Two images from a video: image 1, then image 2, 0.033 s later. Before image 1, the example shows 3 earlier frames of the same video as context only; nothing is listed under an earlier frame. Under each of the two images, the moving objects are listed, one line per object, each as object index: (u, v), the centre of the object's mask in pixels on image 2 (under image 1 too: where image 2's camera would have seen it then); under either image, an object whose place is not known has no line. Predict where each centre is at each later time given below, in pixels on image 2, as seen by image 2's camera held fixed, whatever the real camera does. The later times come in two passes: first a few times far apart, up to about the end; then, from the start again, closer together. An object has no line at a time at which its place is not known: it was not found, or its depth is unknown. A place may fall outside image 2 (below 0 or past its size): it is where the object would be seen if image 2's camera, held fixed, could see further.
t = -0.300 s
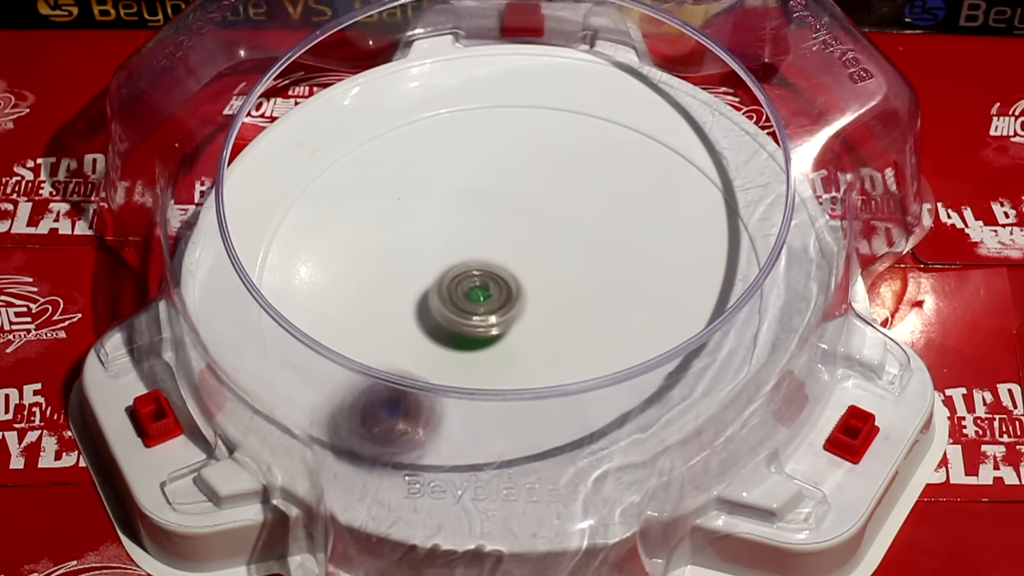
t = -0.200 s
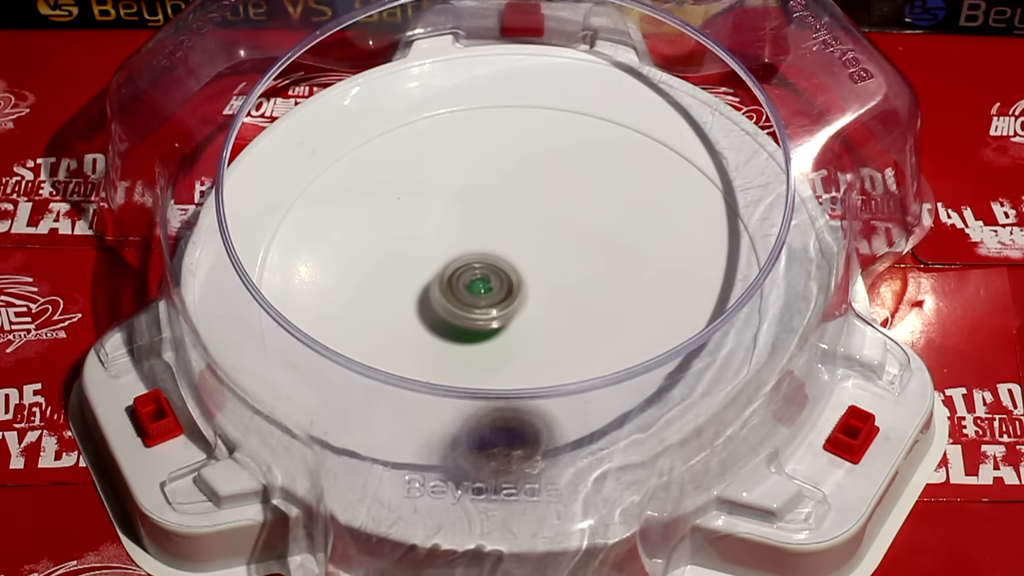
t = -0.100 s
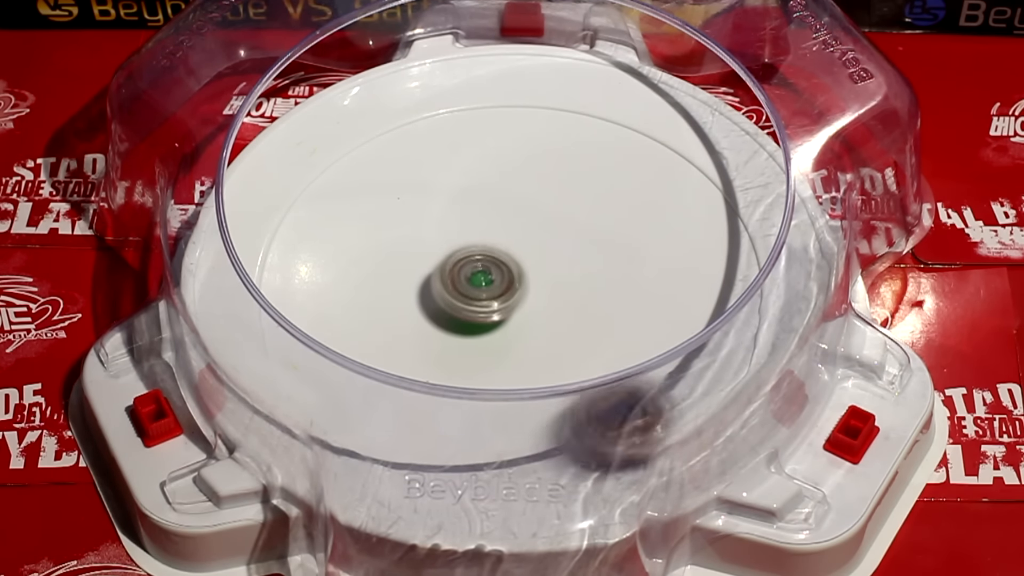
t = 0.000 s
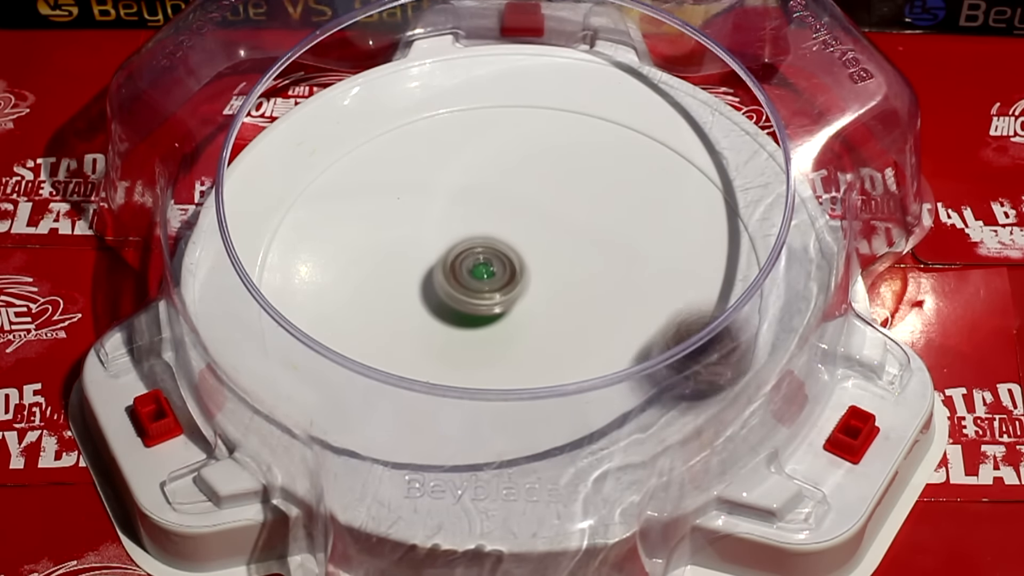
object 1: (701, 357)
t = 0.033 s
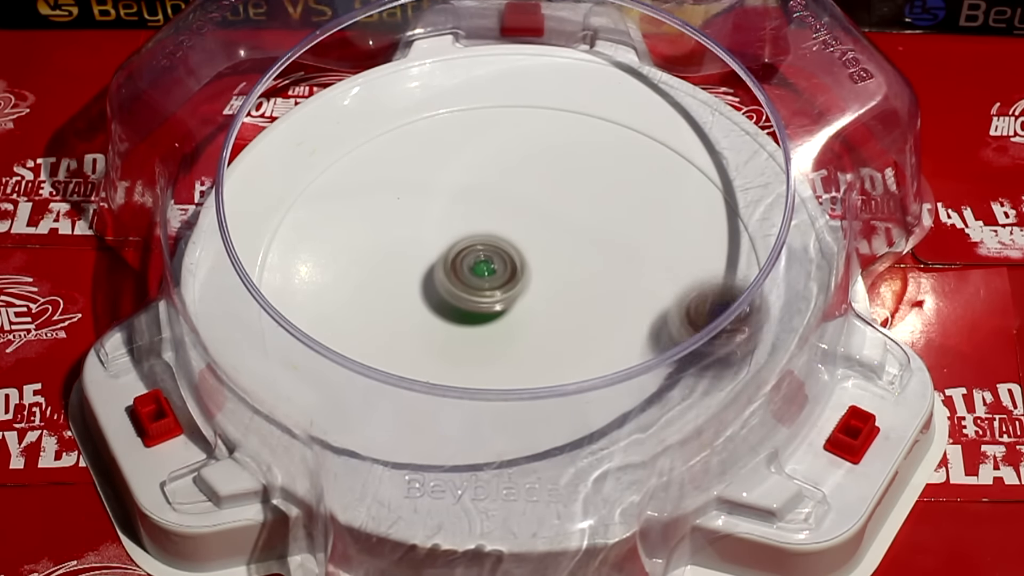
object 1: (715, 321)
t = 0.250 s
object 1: (604, 158)
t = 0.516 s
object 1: (320, 241)
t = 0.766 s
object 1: (451, 437)
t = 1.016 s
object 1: (681, 304)
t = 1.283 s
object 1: (558, 164)
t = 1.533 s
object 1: (396, 218)
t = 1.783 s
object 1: (425, 346)
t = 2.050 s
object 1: (569, 431)
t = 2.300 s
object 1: (668, 321)
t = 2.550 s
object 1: (642, 287)
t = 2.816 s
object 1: (700, 323)
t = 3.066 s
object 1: (727, 348)
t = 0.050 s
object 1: (718, 302)
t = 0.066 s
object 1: (711, 286)
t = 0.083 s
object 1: (714, 274)
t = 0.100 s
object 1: (716, 259)
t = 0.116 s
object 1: (712, 246)
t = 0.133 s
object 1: (704, 232)
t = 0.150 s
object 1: (694, 218)
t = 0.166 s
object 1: (683, 206)
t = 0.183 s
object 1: (669, 194)
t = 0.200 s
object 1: (655, 183)
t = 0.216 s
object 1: (641, 171)
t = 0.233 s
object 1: (621, 162)
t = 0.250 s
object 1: (604, 158)
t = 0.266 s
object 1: (586, 152)
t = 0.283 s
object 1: (568, 146)
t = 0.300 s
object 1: (546, 142)
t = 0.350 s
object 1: (483, 146)
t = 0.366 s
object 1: (462, 149)
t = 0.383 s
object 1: (440, 154)
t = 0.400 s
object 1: (420, 161)
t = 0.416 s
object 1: (404, 168)
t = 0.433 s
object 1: (385, 178)
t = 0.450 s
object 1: (367, 189)
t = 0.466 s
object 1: (352, 202)
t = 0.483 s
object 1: (340, 215)
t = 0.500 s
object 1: (329, 228)
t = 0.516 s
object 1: (320, 241)
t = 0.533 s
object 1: (312, 259)
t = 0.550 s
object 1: (308, 274)
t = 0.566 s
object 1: (310, 285)
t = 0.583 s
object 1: (313, 297)
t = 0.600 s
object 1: (305, 322)
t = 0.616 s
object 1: (309, 337)
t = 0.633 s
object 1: (317, 355)
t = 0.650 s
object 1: (327, 368)
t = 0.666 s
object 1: (339, 379)
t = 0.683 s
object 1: (351, 393)
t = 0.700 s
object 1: (368, 408)
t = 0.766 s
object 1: (451, 437)
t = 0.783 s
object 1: (475, 438)
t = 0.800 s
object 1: (499, 438)
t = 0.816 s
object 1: (522, 437)
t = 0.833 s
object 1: (542, 434)
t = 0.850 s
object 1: (565, 430)
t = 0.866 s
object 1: (586, 423)
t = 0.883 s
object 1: (605, 417)
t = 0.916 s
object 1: (639, 392)
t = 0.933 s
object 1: (651, 377)
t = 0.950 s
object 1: (660, 367)
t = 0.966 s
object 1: (668, 351)
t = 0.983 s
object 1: (676, 334)
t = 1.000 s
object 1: (674, 314)
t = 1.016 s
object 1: (681, 304)
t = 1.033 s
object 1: (689, 290)
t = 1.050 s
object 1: (691, 277)
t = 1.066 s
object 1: (689, 263)
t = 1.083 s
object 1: (684, 250)
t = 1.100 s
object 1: (681, 240)
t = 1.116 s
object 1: (675, 229)
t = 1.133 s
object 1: (667, 219)
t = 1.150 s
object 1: (659, 209)
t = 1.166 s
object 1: (652, 201)
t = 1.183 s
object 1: (641, 192)
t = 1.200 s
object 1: (627, 187)
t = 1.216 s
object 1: (615, 181)
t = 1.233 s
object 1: (603, 174)
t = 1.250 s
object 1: (589, 168)
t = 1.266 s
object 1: (572, 166)
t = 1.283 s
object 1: (558, 164)
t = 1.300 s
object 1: (547, 161)
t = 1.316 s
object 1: (532, 159)
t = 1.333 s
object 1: (518, 161)
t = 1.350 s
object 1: (504, 162)
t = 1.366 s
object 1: (494, 162)
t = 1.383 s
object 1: (482, 165)
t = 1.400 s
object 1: (469, 169)
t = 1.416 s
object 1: (457, 173)
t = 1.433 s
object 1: (448, 177)
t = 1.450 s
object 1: (438, 183)
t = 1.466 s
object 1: (427, 189)
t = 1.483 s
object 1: (419, 195)
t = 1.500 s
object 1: (412, 201)
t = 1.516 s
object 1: (402, 210)
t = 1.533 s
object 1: (396, 218)
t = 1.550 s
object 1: (393, 226)
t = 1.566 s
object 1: (386, 235)
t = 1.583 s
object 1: (382, 245)
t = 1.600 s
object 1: (381, 254)
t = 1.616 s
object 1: (380, 262)
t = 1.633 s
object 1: (378, 273)
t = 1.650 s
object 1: (379, 284)
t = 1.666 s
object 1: (381, 292)
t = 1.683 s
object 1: (383, 301)
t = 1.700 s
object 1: (388, 311)
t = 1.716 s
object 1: (392, 321)
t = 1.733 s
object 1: (397, 328)
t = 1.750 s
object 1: (406, 335)
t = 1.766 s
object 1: (416, 341)
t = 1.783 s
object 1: (425, 346)
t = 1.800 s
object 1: (434, 351)
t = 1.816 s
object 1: (444, 356)
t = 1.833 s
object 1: (454, 368)
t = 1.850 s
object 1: (465, 370)
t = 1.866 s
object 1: (477, 373)
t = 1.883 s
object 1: (489, 376)
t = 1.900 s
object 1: (503, 376)
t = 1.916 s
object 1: (510, 381)
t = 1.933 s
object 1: (518, 391)
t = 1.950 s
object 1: (527, 400)
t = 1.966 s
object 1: (533, 408)
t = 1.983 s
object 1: (538, 415)
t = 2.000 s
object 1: (546, 425)
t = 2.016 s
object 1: (550, 429)
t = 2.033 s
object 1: (561, 429)
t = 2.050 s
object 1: (569, 431)
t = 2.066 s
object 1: (579, 429)
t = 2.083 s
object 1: (593, 427)
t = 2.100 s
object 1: (607, 425)
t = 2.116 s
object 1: (614, 423)
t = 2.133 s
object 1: (624, 419)
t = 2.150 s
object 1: (638, 413)
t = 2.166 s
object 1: (657, 406)
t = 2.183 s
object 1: (665, 400)
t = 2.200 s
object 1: (672, 393)
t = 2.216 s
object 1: (676, 388)
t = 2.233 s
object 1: (673, 374)
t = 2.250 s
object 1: (673, 364)
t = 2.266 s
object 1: (677, 358)
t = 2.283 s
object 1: (674, 334)
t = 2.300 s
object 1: (668, 321)
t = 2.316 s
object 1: (667, 315)
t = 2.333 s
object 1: (664, 309)
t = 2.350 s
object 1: (656, 302)
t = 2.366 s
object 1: (648, 294)
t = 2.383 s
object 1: (640, 285)
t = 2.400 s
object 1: (629, 277)
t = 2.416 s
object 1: (614, 270)
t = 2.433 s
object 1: (609, 268)
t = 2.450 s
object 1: (613, 274)
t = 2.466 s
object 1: (614, 275)
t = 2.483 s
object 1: (622, 279)
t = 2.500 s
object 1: (631, 279)
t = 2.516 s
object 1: (635, 282)
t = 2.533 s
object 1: (637, 284)
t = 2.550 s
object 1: (642, 287)
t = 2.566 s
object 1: (650, 291)
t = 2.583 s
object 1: (653, 293)
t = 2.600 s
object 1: (654, 295)
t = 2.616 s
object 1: (659, 298)
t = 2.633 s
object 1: (665, 301)
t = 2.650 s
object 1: (669, 303)
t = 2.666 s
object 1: (670, 303)
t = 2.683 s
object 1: (673, 304)
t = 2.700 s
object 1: (677, 306)
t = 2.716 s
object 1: (680, 308)
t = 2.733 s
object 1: (680, 308)
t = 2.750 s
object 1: (681, 310)
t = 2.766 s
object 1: (685, 311)
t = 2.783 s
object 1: (695, 317)
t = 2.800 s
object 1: (696, 318)
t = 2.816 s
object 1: (700, 323)
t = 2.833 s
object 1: (704, 329)
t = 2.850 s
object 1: (706, 328)
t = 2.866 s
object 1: (709, 339)
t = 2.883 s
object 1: (710, 339)
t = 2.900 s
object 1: (715, 341)
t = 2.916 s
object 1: (720, 340)
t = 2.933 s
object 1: (722, 341)
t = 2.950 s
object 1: (724, 344)
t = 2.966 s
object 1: (725, 345)
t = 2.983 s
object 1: (726, 346)
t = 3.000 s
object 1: (726, 346)
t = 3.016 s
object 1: (727, 347)
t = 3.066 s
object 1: (727, 348)
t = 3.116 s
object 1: (698, 357)
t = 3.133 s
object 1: (689, 357)
